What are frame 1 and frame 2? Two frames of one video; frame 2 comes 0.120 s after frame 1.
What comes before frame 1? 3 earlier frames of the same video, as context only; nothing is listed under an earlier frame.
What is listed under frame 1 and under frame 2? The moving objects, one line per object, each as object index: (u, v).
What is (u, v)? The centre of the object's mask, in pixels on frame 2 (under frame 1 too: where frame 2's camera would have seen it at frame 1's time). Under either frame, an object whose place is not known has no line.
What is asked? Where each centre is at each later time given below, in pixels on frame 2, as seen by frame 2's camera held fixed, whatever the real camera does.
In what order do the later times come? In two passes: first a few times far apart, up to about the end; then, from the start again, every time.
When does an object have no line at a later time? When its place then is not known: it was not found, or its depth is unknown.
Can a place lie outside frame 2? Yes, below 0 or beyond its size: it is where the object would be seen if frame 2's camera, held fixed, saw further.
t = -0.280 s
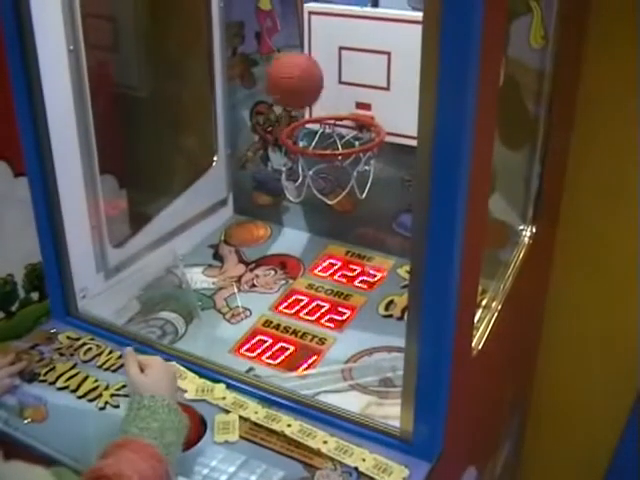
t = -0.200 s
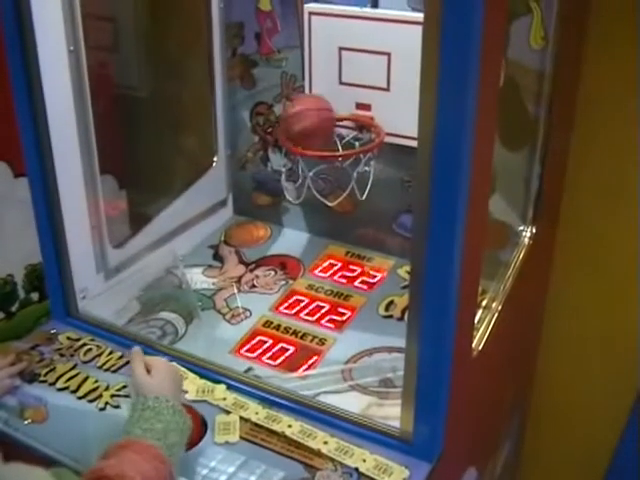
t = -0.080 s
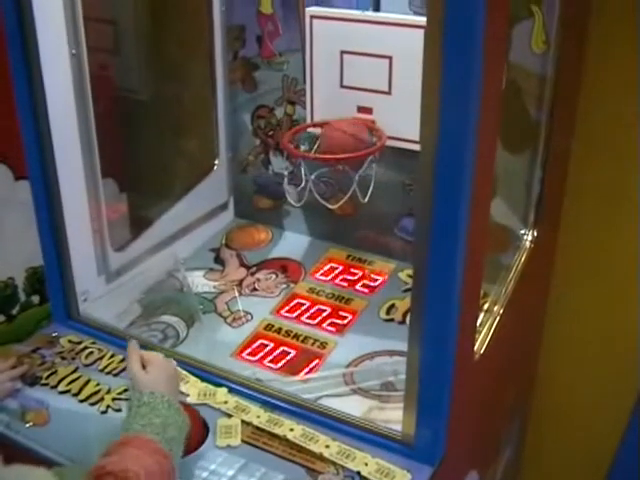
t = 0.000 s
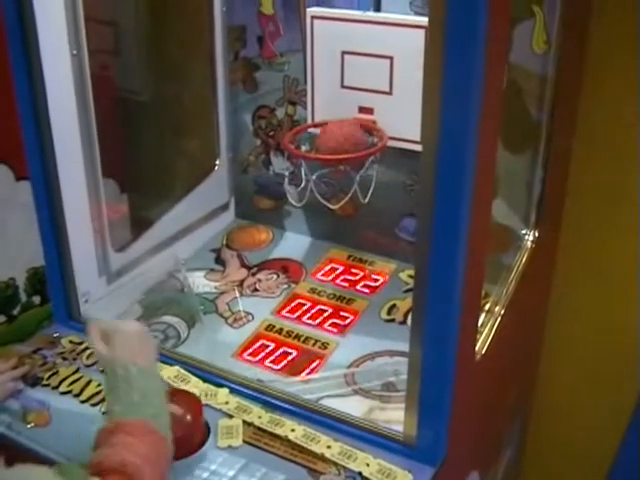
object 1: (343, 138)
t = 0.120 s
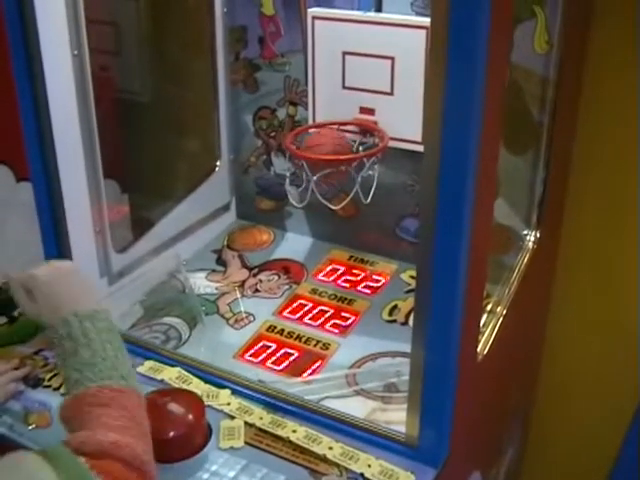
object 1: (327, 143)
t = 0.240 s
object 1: (314, 183)
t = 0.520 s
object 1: (244, 247)
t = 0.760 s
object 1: (266, 283)
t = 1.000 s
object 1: (335, 288)
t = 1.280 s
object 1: (389, 319)
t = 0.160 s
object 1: (326, 145)
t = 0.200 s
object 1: (321, 172)
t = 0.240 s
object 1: (314, 183)
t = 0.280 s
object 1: (309, 195)
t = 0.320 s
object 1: (303, 222)
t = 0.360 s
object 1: (294, 256)
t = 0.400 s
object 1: (283, 262)
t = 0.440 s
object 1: (269, 246)
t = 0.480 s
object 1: (257, 243)
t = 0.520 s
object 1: (244, 247)
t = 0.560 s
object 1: (231, 261)
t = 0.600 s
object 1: (220, 284)
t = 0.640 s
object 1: (228, 288)
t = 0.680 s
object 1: (241, 286)
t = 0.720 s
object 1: (253, 284)
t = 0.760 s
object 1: (266, 283)
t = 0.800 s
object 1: (279, 282)
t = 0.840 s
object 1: (290, 282)
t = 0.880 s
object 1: (302, 283)
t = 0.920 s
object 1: (313, 285)
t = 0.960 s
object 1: (325, 286)
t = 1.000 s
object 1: (335, 288)
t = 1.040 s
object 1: (347, 292)
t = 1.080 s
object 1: (357, 296)
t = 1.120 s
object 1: (364, 301)
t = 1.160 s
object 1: (373, 306)
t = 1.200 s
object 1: (380, 310)
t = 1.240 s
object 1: (386, 315)
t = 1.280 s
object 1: (389, 319)
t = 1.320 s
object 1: (393, 327)
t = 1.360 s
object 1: (396, 332)
